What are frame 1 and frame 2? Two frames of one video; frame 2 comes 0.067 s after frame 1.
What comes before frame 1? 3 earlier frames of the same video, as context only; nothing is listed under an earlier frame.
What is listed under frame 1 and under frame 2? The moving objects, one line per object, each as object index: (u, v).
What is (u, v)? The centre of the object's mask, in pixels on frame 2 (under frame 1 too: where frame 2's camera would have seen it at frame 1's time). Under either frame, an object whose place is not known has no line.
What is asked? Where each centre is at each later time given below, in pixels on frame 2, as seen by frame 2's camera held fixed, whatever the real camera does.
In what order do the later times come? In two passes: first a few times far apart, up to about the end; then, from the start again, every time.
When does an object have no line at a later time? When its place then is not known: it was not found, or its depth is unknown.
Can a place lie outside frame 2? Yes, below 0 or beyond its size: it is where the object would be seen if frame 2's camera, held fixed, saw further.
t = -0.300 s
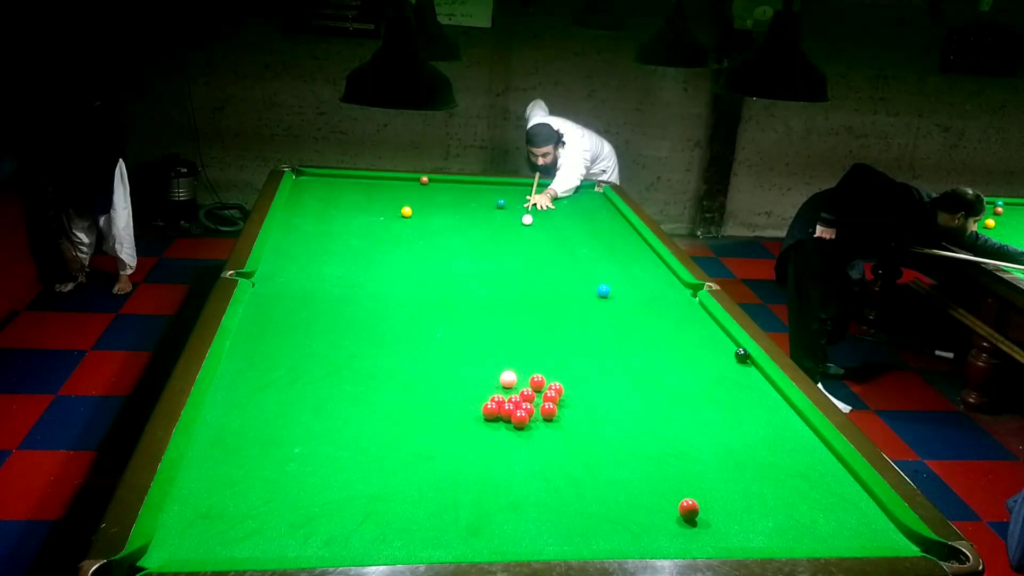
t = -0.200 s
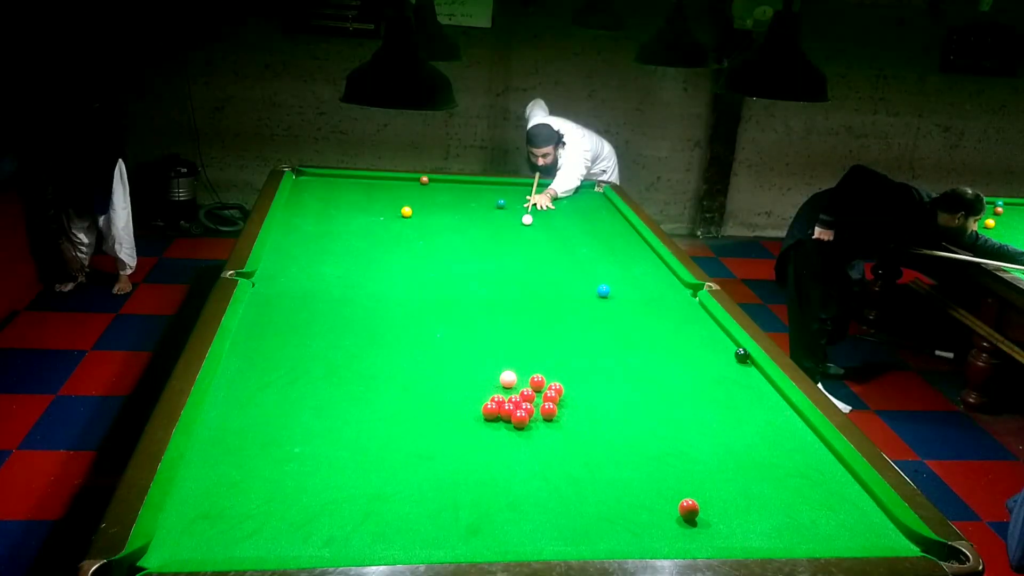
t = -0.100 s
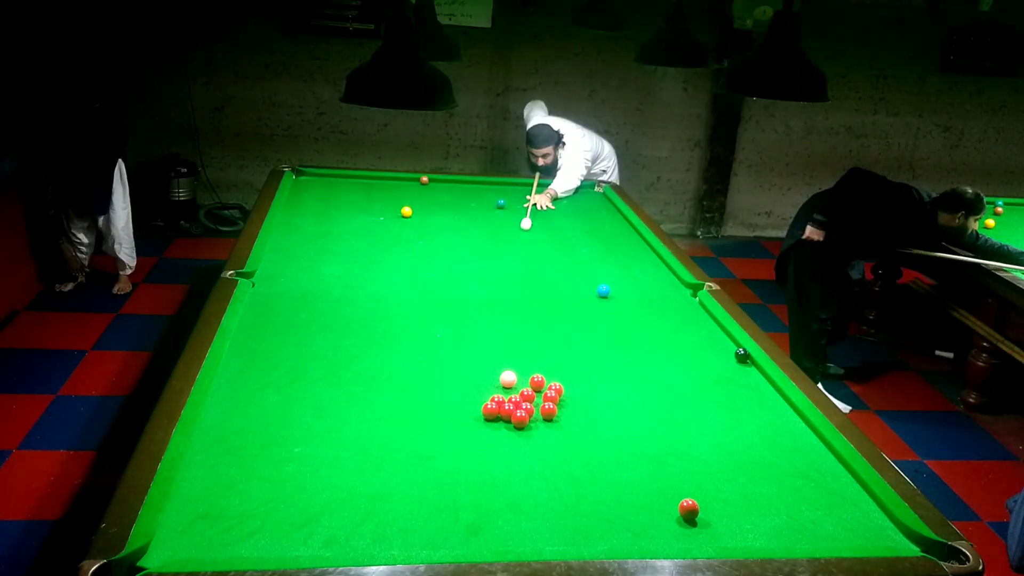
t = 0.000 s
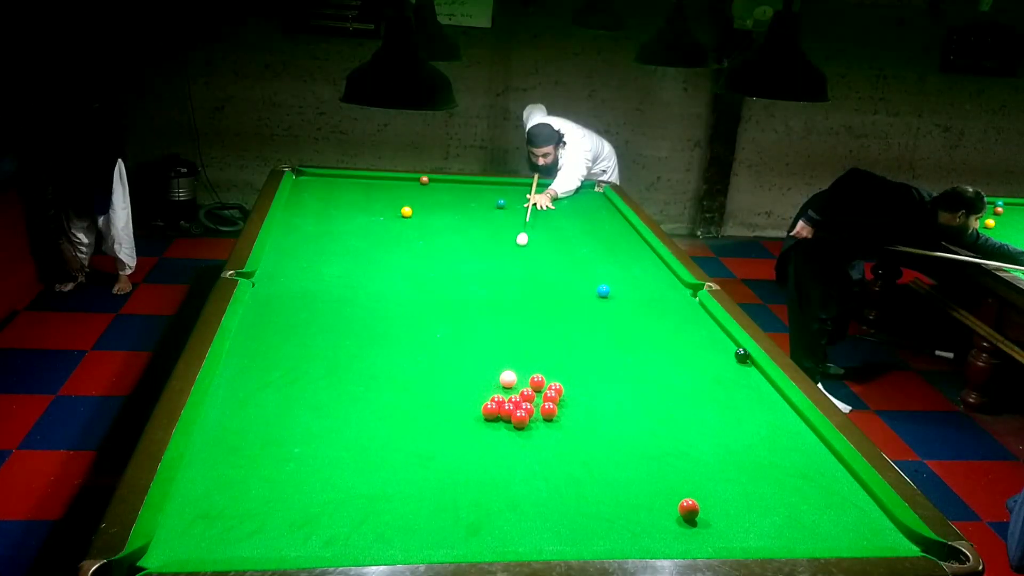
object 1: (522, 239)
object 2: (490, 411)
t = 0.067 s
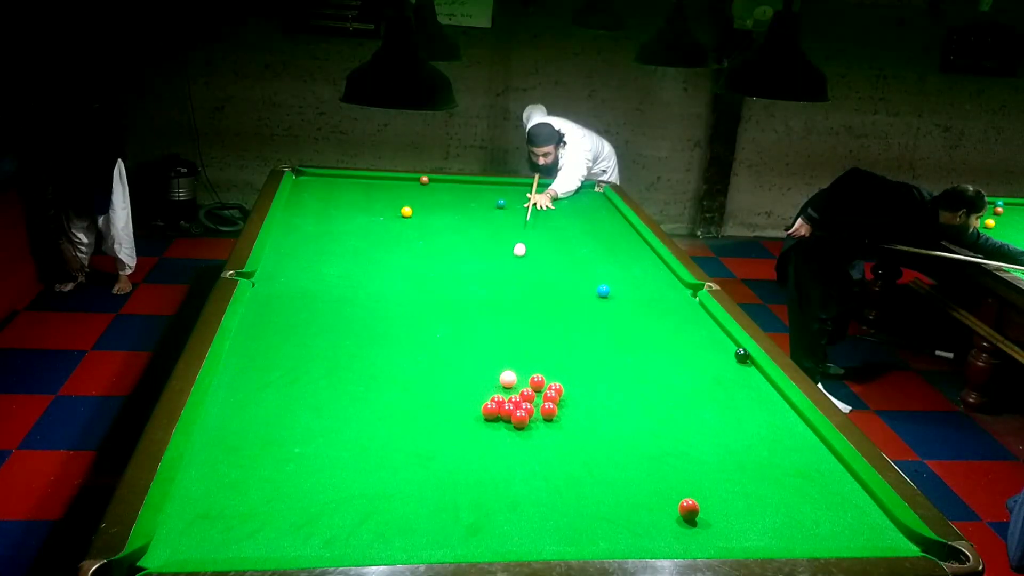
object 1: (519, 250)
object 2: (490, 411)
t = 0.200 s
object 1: (513, 274)
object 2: (490, 411)
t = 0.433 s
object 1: (500, 326)
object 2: (490, 411)
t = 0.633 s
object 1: (485, 386)
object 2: (490, 411)
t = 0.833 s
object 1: (420, 455)
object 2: (492, 418)
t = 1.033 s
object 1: (322, 545)
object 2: (495, 427)
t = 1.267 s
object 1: (259, 474)
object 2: (498, 436)
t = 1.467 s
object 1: (213, 431)
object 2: (501, 444)
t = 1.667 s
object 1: (247, 397)
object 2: (504, 452)
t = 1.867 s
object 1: (285, 368)
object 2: (506, 458)
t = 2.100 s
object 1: (322, 339)
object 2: (508, 465)
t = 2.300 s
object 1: (348, 319)
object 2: (510, 471)
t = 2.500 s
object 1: (372, 301)
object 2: (512, 476)
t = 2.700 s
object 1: (392, 285)
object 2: (514, 480)
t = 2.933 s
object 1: (412, 269)
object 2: (516, 484)
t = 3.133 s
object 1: (427, 256)
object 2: (517, 486)
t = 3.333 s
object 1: (440, 245)
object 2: (517, 487)
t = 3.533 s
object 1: (452, 236)
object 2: (517, 488)
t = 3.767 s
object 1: (465, 225)
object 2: (517, 488)
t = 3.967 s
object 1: (474, 217)
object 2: (517, 488)
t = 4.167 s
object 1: (483, 209)
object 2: (517, 488)
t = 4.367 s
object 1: (491, 203)
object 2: (517, 488)
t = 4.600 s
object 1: (499, 195)
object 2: (517, 488)
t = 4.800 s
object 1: (505, 190)
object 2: (517, 488)
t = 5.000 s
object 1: (511, 184)
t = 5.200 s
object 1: (518, 186)
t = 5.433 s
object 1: (528, 190)
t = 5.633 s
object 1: (536, 194)
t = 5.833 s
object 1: (544, 197)
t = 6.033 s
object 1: (551, 201)
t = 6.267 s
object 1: (560, 204)
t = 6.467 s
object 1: (566, 207)
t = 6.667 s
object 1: (573, 210)
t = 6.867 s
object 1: (579, 213)
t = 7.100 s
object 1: (586, 216)
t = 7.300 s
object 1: (592, 219)
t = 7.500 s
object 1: (597, 221)
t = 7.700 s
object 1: (601, 223)
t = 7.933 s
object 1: (606, 225)
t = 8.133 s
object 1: (610, 227)
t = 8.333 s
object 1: (613, 228)
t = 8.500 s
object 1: (616, 230)
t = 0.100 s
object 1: (518, 255)
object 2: (490, 411)
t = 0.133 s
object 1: (516, 261)
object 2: (490, 411)
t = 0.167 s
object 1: (515, 267)
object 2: (490, 411)
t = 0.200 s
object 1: (513, 274)
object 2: (490, 411)
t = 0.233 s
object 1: (511, 280)
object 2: (490, 411)
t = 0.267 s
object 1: (510, 287)
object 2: (490, 411)
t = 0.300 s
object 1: (508, 294)
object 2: (490, 411)
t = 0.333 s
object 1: (506, 302)
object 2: (490, 411)
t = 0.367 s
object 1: (504, 309)
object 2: (490, 411)
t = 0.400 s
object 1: (502, 317)
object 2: (490, 411)
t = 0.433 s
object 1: (500, 326)
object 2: (490, 411)
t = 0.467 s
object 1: (498, 335)
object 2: (490, 411)
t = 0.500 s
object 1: (496, 344)
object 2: (490, 411)
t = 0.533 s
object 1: (493, 354)
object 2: (490, 411)
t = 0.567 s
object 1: (490, 364)
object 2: (490, 411)
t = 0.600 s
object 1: (487, 375)
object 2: (490, 411)
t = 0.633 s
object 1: (485, 386)
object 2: (490, 411)
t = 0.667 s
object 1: (480, 398)
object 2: (490, 411)
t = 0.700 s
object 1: (471, 408)
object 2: (490, 412)
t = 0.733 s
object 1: (458, 419)
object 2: (491, 414)
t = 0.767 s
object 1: (446, 430)
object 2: (491, 415)
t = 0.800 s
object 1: (433, 442)
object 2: (492, 417)
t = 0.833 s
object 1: (420, 455)
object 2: (492, 418)
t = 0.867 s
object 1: (406, 468)
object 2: (493, 420)
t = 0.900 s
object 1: (391, 483)
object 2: (493, 421)
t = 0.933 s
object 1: (376, 498)
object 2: (494, 423)
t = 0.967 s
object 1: (359, 515)
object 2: (494, 424)
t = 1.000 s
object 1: (341, 532)
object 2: (495, 425)
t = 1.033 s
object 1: (322, 545)
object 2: (495, 427)
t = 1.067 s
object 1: (311, 536)
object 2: (496, 428)
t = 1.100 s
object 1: (302, 522)
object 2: (496, 430)
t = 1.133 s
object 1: (293, 511)
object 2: (497, 431)
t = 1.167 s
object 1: (285, 500)
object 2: (497, 432)
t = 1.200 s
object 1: (276, 491)
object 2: (498, 434)
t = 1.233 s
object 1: (267, 482)
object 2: (498, 435)
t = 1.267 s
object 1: (259, 474)
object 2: (498, 436)
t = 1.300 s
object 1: (251, 466)
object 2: (499, 438)
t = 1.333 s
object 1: (243, 459)
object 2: (499, 439)
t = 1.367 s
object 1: (235, 452)
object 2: (500, 440)
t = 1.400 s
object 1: (228, 444)
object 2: (500, 442)
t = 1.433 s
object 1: (220, 437)
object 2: (501, 443)
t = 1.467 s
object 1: (213, 431)
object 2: (501, 444)
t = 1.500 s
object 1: (210, 424)
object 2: (502, 446)
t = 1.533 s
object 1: (218, 418)
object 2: (502, 447)
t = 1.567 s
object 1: (226, 413)
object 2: (503, 448)
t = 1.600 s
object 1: (234, 407)
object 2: (503, 449)
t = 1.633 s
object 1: (241, 402)
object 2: (504, 450)
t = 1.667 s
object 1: (247, 397)
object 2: (504, 452)
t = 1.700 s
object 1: (254, 391)
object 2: (504, 453)
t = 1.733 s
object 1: (260, 387)
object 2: (504, 455)
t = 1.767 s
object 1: (266, 382)
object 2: (505, 456)
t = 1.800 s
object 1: (273, 377)
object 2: (506, 457)
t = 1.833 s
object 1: (279, 372)
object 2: (506, 458)
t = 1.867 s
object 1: (285, 368)
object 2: (506, 458)
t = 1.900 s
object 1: (291, 363)
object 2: (507, 459)
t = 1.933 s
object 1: (297, 359)
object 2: (507, 460)
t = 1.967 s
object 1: (303, 354)
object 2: (507, 461)
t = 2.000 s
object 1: (308, 350)
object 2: (508, 462)
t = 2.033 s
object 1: (313, 346)
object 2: (508, 463)
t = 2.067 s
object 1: (317, 342)
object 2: (508, 464)
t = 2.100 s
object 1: (322, 339)
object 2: (508, 465)
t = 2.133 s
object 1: (327, 335)
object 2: (509, 466)
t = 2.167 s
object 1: (332, 331)
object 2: (509, 467)
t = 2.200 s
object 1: (336, 328)
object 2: (509, 468)
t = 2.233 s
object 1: (341, 325)
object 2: (509, 469)
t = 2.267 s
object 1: (344, 321)
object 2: (510, 470)
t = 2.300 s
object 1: (348, 319)
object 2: (510, 471)
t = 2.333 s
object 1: (353, 315)
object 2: (510, 472)
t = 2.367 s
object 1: (357, 312)
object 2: (511, 473)
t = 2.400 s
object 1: (361, 309)
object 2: (511, 474)
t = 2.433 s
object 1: (364, 307)
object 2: (511, 475)
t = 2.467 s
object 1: (368, 303)
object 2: (511, 475)
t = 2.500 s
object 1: (372, 301)
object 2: (512, 476)
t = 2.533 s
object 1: (375, 298)
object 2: (512, 477)
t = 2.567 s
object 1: (379, 295)
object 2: (512, 477)
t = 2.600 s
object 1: (382, 293)
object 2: (512, 478)
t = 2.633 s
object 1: (385, 290)
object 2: (513, 479)
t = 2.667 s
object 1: (388, 287)
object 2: (513, 479)
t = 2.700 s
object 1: (392, 285)
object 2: (514, 480)
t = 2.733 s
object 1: (395, 283)
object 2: (514, 481)
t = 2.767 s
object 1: (398, 280)
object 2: (514, 481)
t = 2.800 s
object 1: (401, 278)
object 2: (515, 482)
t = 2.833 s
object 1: (404, 276)
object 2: (515, 482)
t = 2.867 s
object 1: (406, 273)
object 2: (515, 483)
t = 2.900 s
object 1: (409, 271)
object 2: (516, 483)
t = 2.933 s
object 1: (412, 269)
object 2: (516, 484)
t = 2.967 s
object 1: (414, 267)
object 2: (516, 484)
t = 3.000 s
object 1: (417, 265)
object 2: (516, 485)
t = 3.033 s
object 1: (419, 263)
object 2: (516, 485)
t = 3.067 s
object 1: (422, 261)
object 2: (516, 485)
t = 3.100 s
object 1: (424, 258)
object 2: (517, 486)
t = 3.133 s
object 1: (427, 256)
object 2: (517, 486)
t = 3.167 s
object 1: (429, 255)
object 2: (517, 486)
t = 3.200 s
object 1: (431, 253)
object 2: (517, 486)
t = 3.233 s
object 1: (434, 251)
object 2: (517, 487)
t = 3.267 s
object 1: (436, 249)
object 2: (517, 487)
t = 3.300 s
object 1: (438, 247)
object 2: (517, 487)
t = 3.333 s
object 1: (440, 245)
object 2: (517, 487)
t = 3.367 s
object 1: (442, 244)
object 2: (517, 487)
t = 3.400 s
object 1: (444, 242)
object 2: (517, 487)
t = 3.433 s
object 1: (446, 240)
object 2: (517, 488)
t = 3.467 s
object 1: (449, 239)
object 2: (517, 488)
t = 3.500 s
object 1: (450, 237)
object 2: (517, 488)
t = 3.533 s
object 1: (452, 236)
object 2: (517, 488)
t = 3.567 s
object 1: (454, 234)
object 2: (517, 488)
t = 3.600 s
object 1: (456, 232)
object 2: (517, 488)
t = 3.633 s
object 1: (458, 231)
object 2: (517, 488)
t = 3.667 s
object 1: (460, 229)
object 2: (517, 488)
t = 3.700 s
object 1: (461, 228)
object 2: (517, 488)
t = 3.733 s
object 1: (463, 227)
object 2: (517, 488)
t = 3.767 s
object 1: (465, 225)
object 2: (517, 488)
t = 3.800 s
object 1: (466, 224)
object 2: (517, 488)
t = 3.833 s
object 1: (468, 222)
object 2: (517, 488)
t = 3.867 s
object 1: (470, 221)
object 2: (517, 488)
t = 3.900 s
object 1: (471, 220)
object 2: (517, 488)
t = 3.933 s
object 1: (473, 218)
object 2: (517, 488)
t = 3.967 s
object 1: (474, 217)
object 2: (517, 488)
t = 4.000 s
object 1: (476, 216)
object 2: (517, 488)
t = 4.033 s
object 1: (477, 214)
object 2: (517, 488)
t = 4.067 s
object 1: (479, 213)
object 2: (517, 488)
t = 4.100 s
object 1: (480, 212)
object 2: (517, 488)
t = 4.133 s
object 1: (482, 211)
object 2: (517, 488)
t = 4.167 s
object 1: (483, 209)
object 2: (517, 488)
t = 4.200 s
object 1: (484, 208)
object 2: (517, 488)
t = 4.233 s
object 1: (486, 207)
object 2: (517, 488)
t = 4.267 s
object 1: (487, 206)
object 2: (517, 488)
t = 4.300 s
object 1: (488, 205)
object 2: (517, 488)
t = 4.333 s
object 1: (490, 204)
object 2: (517, 488)
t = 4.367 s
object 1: (491, 203)
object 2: (517, 488)
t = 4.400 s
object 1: (492, 201)
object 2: (517, 488)
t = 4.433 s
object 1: (493, 200)
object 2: (517, 488)
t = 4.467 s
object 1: (494, 199)
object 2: (517, 488)
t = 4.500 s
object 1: (495, 198)
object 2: (517, 488)
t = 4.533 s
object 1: (496, 197)
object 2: (517, 488)
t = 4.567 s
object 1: (498, 196)
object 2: (517, 488)
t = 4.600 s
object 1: (499, 195)
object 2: (517, 488)
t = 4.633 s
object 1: (500, 194)
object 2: (517, 488)
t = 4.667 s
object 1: (501, 193)
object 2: (517, 488)
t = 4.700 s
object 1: (502, 193)
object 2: (517, 488)
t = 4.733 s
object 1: (503, 191)
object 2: (517, 488)
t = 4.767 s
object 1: (504, 190)
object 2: (517, 487)
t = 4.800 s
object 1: (505, 190)
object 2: (517, 488)
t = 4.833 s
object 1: (506, 189)
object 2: (517, 488)
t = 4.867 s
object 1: (507, 188)
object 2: (517, 488)
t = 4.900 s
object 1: (508, 187)
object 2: (517, 488)
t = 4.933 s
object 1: (509, 186)
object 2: (517, 488)
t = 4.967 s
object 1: (510, 185)
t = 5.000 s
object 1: (511, 184)
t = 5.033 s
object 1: (512, 184)
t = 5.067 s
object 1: (513, 183)
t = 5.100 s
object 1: (514, 184)
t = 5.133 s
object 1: (516, 184)
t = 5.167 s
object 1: (517, 185)
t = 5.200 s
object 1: (518, 186)
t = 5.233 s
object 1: (520, 186)
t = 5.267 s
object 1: (521, 187)
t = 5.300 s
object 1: (522, 188)
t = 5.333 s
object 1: (524, 188)
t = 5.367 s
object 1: (525, 189)
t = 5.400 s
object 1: (527, 189)
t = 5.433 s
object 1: (528, 190)
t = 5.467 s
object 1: (529, 191)
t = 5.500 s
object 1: (531, 191)
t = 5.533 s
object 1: (532, 192)
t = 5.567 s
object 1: (533, 192)
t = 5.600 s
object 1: (535, 193)
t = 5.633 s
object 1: (536, 194)
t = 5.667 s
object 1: (537, 194)
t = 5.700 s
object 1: (539, 195)
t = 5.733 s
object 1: (540, 195)
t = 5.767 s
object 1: (541, 196)
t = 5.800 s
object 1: (542, 197)
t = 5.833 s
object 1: (544, 197)
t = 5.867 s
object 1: (545, 198)
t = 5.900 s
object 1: (546, 198)
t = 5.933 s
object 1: (548, 199)
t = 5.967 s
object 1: (549, 199)
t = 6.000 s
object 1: (550, 200)
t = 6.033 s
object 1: (551, 201)
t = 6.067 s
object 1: (552, 201)
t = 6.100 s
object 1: (554, 202)
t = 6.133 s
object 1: (555, 202)
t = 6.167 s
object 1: (556, 203)
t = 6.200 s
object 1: (557, 203)
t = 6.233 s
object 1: (559, 204)
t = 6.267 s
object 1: (560, 204)
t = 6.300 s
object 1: (561, 205)
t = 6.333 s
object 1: (562, 205)
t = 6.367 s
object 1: (563, 206)
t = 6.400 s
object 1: (564, 206)
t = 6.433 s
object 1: (565, 207)
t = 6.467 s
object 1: (566, 207)
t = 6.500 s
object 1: (567, 208)
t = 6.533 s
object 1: (569, 208)
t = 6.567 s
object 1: (570, 209)
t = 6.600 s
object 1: (571, 209)
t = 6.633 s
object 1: (572, 210)
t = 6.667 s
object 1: (573, 210)
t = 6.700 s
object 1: (574, 211)
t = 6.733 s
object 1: (575, 211)
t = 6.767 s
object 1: (576, 212)
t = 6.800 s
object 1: (577, 212)
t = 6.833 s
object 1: (578, 213)
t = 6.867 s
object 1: (579, 213)
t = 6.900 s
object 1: (580, 214)
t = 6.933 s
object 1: (581, 214)
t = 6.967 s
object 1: (582, 215)
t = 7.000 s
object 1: (583, 215)
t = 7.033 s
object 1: (584, 215)
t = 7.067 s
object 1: (585, 216)
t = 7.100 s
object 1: (586, 216)
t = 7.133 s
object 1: (587, 217)
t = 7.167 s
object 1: (588, 217)
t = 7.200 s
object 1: (589, 218)
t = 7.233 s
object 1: (590, 218)
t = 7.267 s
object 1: (591, 218)
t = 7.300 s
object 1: (592, 219)
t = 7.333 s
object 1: (593, 219)
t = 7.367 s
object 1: (593, 220)
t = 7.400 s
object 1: (594, 220)
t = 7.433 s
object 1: (595, 220)
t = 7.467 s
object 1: (596, 221)
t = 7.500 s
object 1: (597, 221)
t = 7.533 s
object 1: (597, 221)
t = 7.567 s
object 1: (598, 222)
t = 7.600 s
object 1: (599, 222)
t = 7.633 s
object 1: (600, 222)
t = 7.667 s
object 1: (601, 223)
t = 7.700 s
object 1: (601, 223)
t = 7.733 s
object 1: (602, 224)
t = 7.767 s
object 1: (603, 224)
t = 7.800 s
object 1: (603, 224)
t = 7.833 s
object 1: (604, 224)
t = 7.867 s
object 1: (605, 225)
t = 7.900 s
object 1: (605, 225)
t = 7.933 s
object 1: (606, 225)
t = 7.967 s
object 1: (607, 226)
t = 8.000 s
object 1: (607, 226)
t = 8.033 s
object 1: (608, 226)
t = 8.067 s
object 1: (609, 227)
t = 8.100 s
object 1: (609, 227)
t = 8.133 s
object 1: (610, 227)
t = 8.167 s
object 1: (610, 228)
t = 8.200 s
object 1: (611, 228)
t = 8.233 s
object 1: (612, 228)
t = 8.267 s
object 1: (612, 228)
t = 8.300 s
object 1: (613, 228)
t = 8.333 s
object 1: (613, 228)
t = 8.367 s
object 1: (614, 229)
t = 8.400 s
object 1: (614, 229)
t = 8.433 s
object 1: (615, 229)
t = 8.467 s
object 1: (615, 229)
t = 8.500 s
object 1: (616, 230)
